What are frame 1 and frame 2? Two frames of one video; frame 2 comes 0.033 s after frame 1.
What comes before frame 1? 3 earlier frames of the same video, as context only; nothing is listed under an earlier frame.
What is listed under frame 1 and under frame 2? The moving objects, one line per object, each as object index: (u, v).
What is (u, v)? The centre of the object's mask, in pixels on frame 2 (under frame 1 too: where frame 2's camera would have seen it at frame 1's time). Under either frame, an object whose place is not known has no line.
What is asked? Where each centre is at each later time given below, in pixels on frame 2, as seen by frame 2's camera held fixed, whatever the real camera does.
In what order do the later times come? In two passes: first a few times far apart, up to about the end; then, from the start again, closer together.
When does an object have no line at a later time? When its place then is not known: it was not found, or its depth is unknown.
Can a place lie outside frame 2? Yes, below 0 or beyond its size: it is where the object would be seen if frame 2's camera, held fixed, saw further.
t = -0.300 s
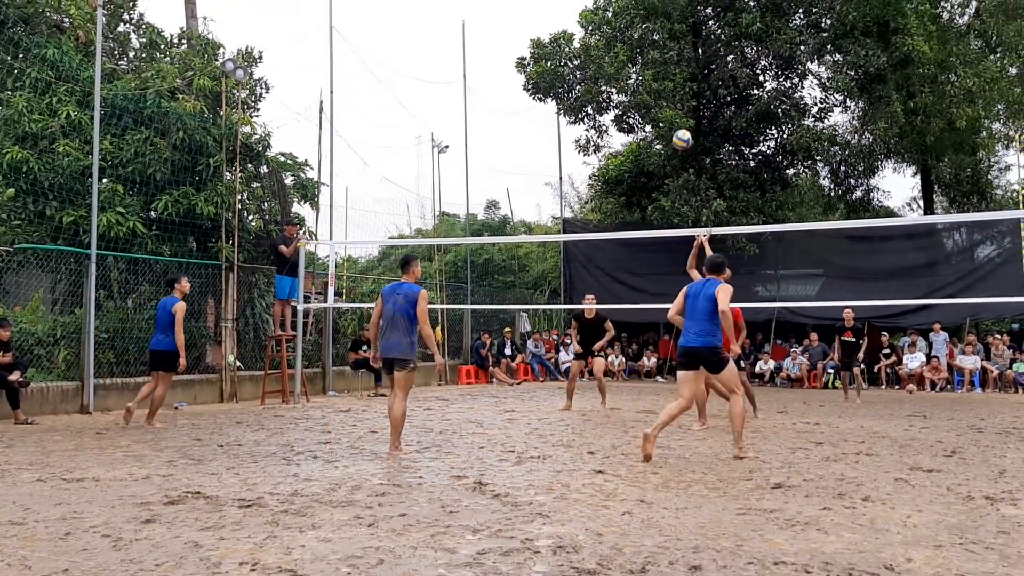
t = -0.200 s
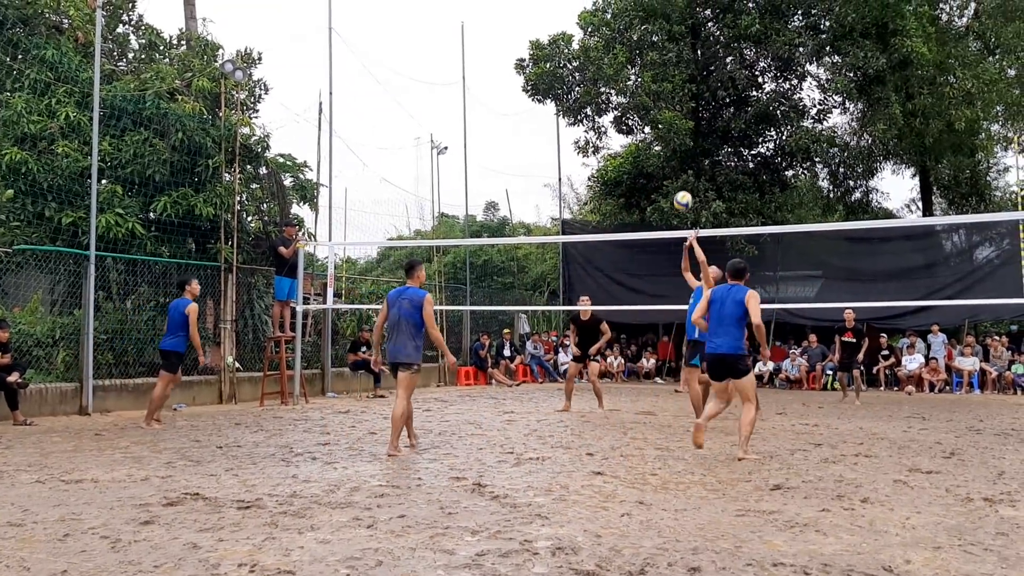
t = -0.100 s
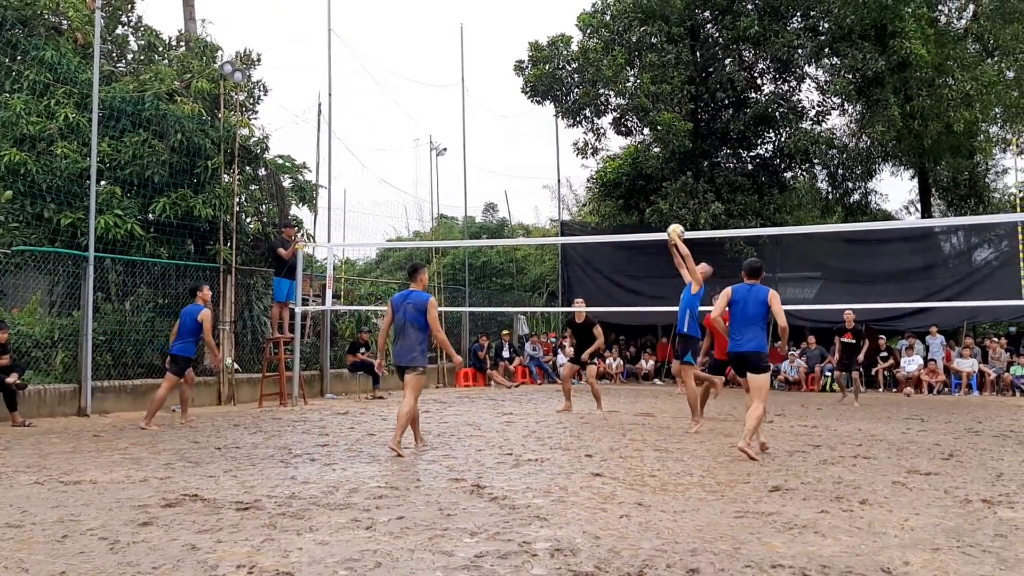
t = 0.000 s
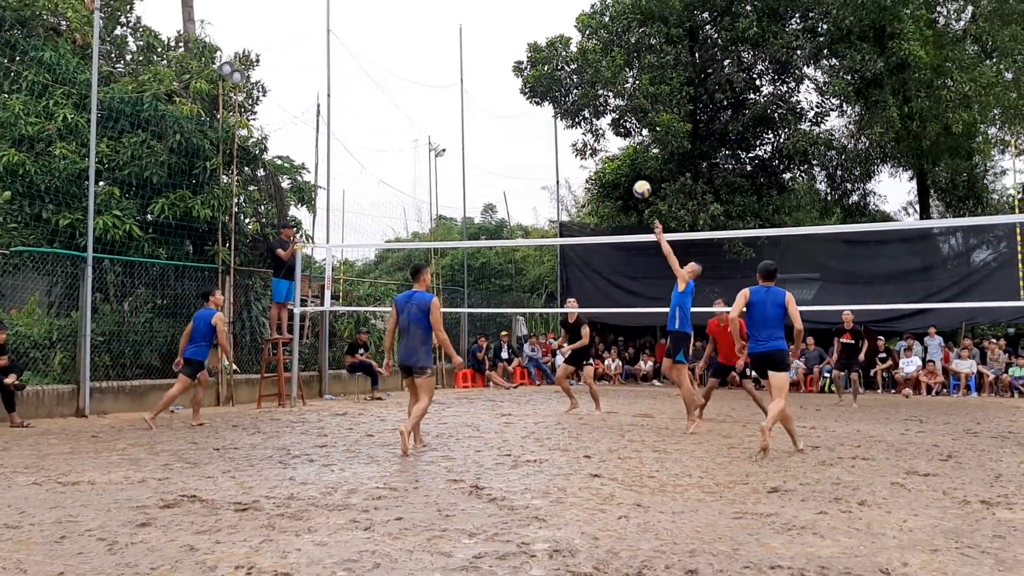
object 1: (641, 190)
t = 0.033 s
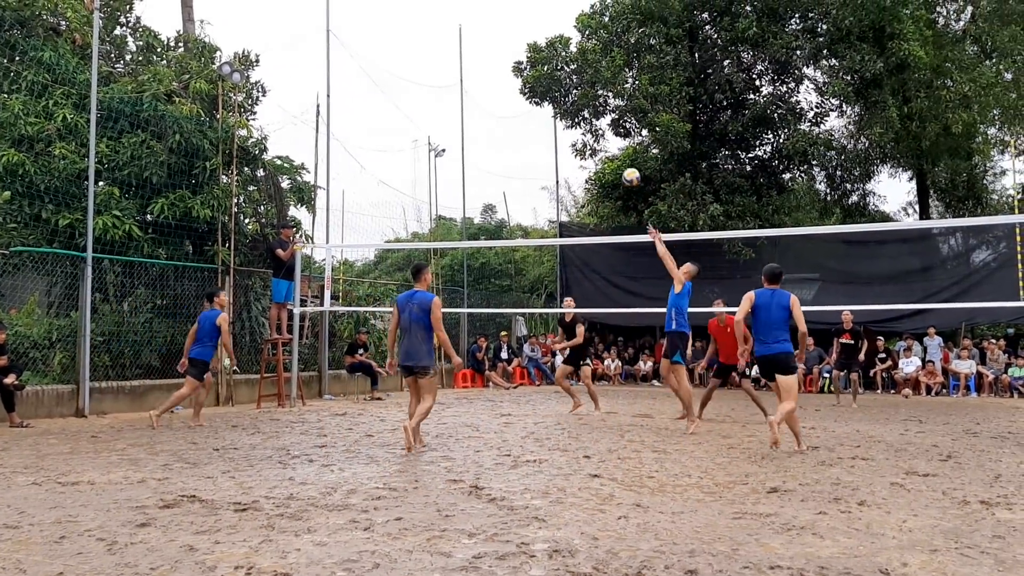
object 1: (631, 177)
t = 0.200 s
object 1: (581, 128)
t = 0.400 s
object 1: (526, 101)
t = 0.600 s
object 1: (476, 105)
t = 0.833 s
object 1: (422, 144)
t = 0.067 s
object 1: (621, 165)
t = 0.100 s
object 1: (611, 155)
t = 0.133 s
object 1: (600, 145)
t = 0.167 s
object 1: (590, 136)
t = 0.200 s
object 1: (581, 128)
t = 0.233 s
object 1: (571, 122)
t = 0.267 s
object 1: (562, 115)
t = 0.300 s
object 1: (553, 110)
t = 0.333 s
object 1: (544, 106)
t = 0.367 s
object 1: (535, 103)
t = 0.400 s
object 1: (526, 101)
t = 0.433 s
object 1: (518, 100)
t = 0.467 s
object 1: (509, 99)
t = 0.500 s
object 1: (501, 99)
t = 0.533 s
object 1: (492, 100)
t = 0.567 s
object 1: (484, 102)
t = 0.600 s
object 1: (476, 105)
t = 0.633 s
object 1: (468, 108)
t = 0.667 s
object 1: (460, 112)
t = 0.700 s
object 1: (452, 117)
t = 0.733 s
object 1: (445, 123)
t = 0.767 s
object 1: (437, 129)
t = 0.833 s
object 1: (422, 144)
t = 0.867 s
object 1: (415, 153)
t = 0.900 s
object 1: (408, 162)
